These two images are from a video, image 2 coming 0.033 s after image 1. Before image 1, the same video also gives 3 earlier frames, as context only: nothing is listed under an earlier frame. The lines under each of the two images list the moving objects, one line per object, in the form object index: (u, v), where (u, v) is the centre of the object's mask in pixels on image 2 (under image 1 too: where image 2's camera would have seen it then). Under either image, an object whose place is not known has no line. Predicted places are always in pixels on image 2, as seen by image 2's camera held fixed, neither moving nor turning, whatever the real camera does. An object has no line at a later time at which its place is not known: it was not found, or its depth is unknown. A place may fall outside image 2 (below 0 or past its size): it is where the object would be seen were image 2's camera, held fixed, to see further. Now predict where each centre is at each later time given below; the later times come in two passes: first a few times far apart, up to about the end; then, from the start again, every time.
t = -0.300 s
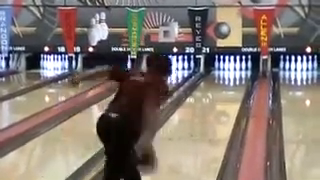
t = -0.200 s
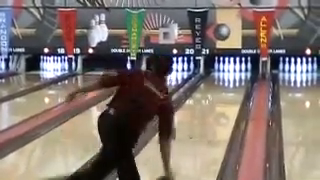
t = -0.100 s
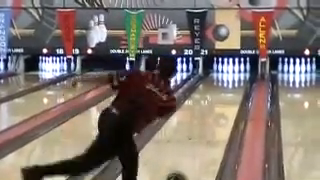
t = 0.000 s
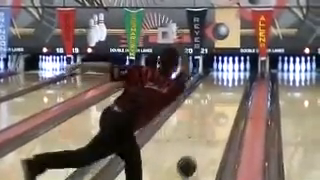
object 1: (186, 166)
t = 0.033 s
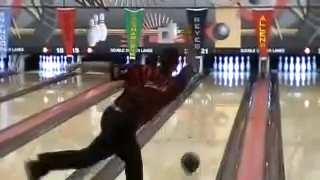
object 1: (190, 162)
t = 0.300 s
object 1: (208, 134)
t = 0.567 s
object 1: (221, 114)
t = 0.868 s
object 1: (231, 99)
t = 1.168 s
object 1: (237, 86)
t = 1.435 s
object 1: (239, 79)
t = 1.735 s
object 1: (235, 71)
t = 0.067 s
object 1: (192, 158)
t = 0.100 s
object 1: (195, 154)
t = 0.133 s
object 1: (197, 150)
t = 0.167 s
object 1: (200, 147)
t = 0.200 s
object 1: (202, 143)
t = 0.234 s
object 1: (204, 140)
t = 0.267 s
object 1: (207, 136)
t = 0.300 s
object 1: (208, 134)
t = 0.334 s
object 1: (210, 131)
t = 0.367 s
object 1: (212, 128)
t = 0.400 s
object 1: (214, 126)
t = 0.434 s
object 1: (215, 123)
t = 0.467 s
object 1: (217, 122)
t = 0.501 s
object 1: (219, 118)
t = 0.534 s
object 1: (219, 116)
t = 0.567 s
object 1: (221, 114)
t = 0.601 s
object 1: (222, 112)
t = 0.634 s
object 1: (223, 110)
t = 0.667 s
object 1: (224, 108)
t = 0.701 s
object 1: (226, 107)
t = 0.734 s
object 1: (226, 105)
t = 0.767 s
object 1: (228, 103)
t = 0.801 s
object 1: (229, 101)
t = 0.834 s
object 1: (230, 100)
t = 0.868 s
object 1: (231, 99)
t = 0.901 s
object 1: (232, 97)
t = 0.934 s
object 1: (232, 96)
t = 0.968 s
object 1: (233, 94)
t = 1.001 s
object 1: (234, 93)
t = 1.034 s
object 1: (235, 92)
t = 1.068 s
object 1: (236, 91)
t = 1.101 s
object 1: (236, 89)
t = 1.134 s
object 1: (236, 88)
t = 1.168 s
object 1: (237, 86)
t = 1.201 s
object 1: (237, 85)
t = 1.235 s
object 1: (237, 84)
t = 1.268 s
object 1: (237, 84)
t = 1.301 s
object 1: (238, 82)
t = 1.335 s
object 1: (238, 81)
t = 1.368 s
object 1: (238, 80)
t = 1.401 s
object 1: (239, 79)
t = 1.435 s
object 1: (239, 79)
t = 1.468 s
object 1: (239, 78)
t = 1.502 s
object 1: (238, 77)
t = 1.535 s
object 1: (238, 76)
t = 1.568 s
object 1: (238, 75)
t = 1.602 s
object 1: (237, 74)
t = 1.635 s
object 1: (237, 73)
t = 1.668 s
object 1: (237, 73)
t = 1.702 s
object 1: (236, 72)
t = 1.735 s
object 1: (235, 71)
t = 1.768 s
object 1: (234, 71)
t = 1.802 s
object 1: (233, 70)
